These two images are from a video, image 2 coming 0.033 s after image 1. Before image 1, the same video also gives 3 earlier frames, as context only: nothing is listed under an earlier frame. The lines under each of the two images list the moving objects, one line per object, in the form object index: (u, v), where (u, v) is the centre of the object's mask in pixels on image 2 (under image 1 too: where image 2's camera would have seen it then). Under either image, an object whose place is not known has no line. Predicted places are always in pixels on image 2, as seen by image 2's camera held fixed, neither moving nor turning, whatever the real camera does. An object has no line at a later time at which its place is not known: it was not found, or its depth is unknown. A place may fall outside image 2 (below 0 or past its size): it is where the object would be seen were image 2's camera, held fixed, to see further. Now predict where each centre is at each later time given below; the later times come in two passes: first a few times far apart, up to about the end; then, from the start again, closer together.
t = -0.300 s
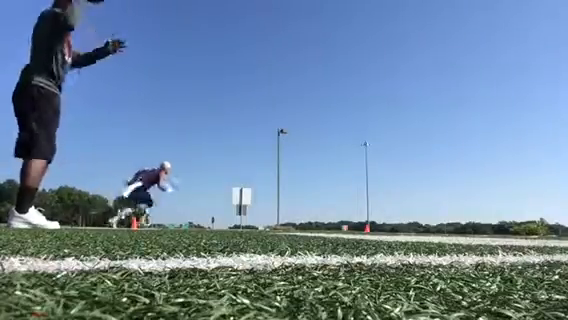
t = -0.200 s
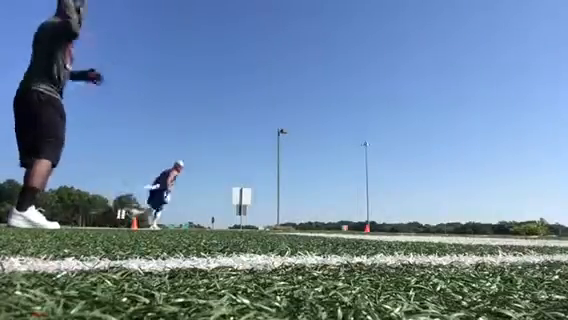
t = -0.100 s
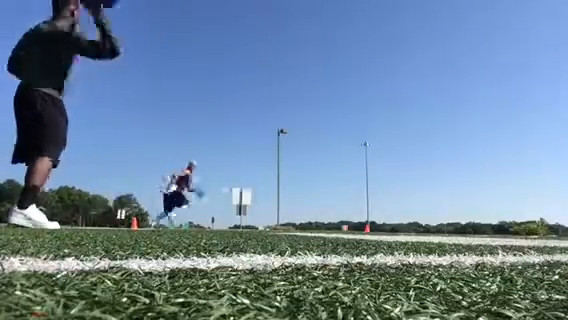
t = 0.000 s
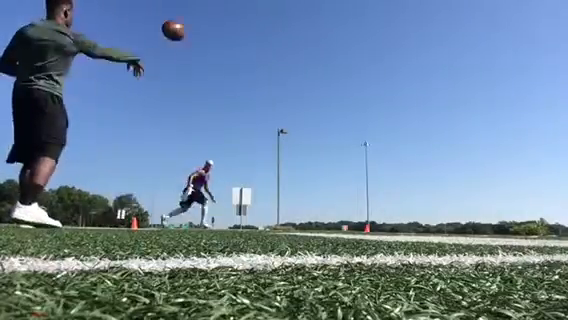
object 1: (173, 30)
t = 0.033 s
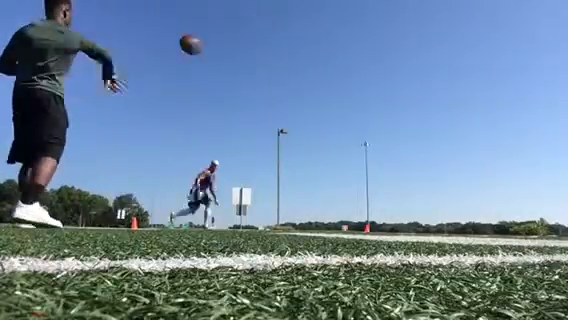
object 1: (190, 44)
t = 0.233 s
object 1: (244, 102)
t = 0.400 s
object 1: (267, 141)
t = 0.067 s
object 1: (203, 55)
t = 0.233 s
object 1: (244, 102)
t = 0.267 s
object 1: (249, 112)
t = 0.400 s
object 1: (267, 141)
